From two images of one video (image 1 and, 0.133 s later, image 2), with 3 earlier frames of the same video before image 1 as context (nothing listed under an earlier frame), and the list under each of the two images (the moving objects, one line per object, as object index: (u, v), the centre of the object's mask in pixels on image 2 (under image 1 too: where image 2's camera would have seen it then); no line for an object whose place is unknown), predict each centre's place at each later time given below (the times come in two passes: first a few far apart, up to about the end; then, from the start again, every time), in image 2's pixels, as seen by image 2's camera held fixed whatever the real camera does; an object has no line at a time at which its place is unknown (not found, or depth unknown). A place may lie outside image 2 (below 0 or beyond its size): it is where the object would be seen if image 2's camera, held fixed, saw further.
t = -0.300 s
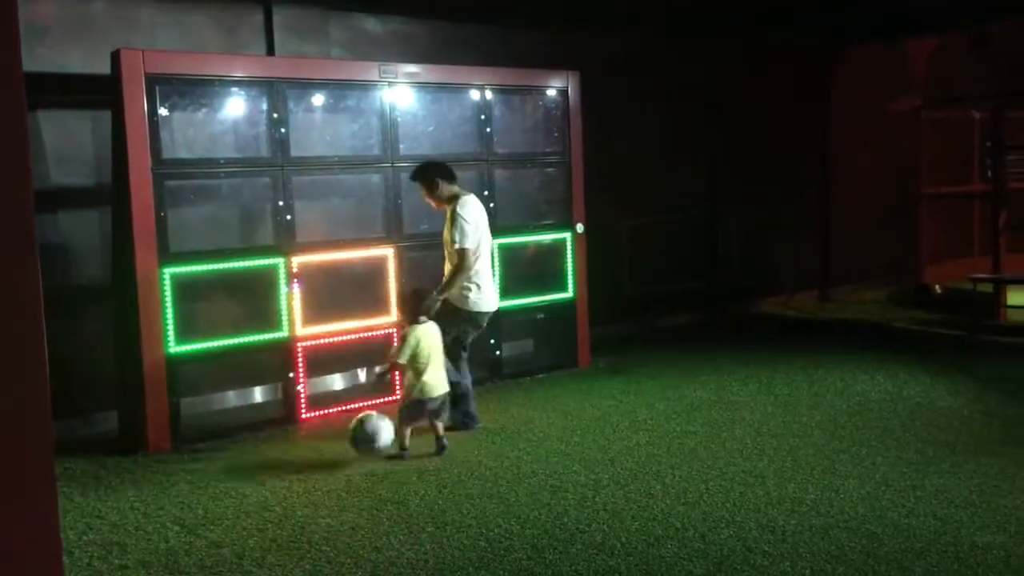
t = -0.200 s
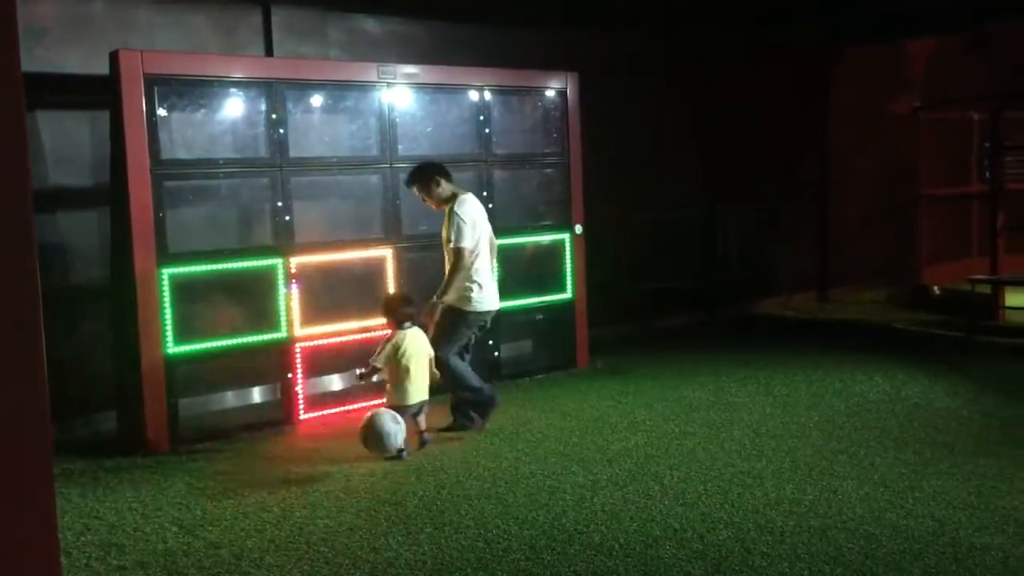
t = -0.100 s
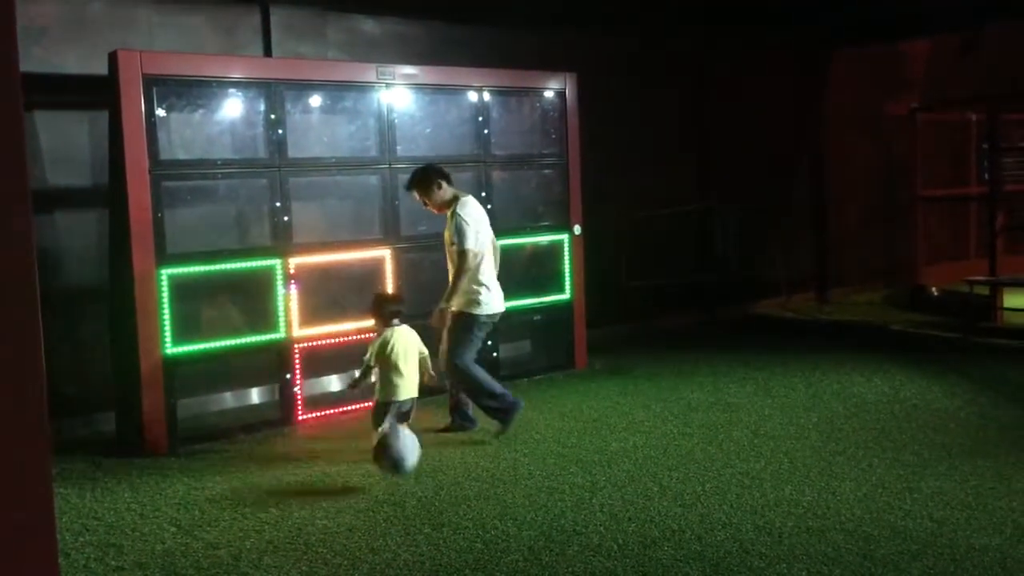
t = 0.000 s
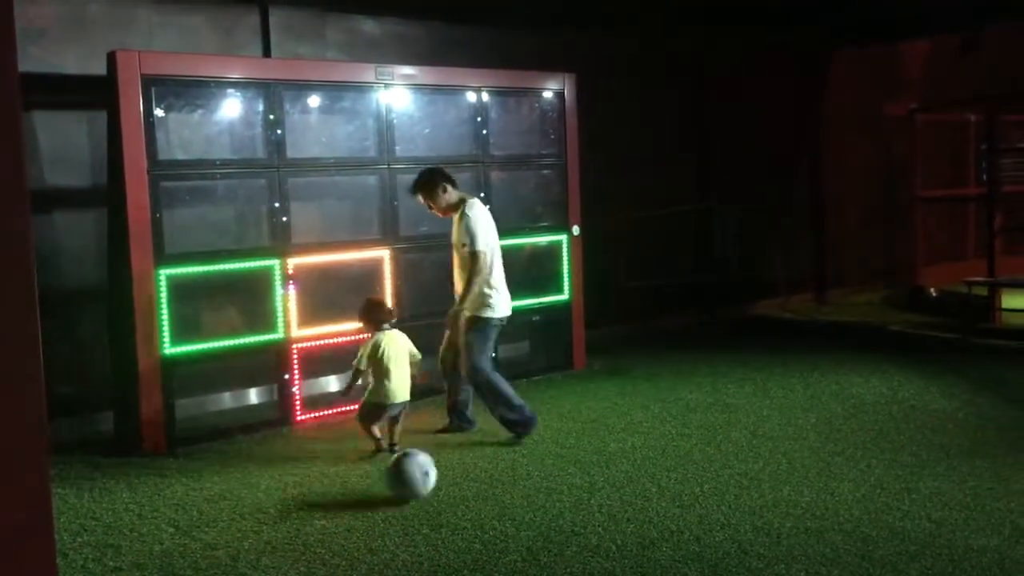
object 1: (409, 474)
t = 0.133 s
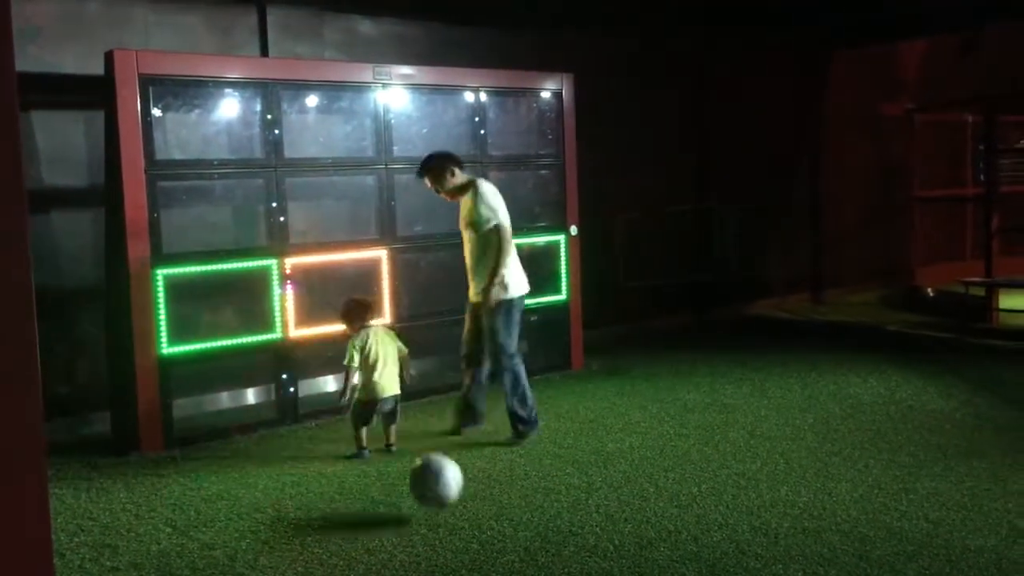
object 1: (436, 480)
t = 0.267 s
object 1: (468, 508)
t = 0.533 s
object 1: (538, 557)
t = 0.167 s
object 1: (445, 489)
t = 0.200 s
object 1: (452, 499)
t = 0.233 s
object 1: (460, 507)
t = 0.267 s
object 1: (468, 508)
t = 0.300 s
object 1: (475, 511)
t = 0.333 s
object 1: (483, 516)
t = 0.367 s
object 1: (492, 527)
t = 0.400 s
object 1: (500, 534)
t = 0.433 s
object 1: (509, 538)
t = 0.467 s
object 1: (518, 542)
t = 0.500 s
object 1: (529, 551)
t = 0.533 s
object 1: (538, 557)
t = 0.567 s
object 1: (548, 561)
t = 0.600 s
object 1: (560, 566)
